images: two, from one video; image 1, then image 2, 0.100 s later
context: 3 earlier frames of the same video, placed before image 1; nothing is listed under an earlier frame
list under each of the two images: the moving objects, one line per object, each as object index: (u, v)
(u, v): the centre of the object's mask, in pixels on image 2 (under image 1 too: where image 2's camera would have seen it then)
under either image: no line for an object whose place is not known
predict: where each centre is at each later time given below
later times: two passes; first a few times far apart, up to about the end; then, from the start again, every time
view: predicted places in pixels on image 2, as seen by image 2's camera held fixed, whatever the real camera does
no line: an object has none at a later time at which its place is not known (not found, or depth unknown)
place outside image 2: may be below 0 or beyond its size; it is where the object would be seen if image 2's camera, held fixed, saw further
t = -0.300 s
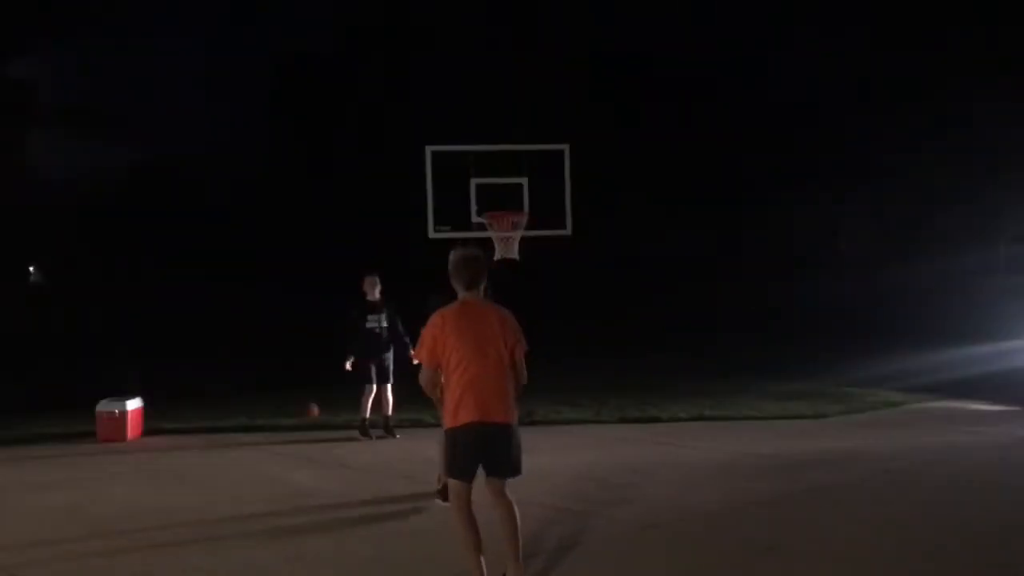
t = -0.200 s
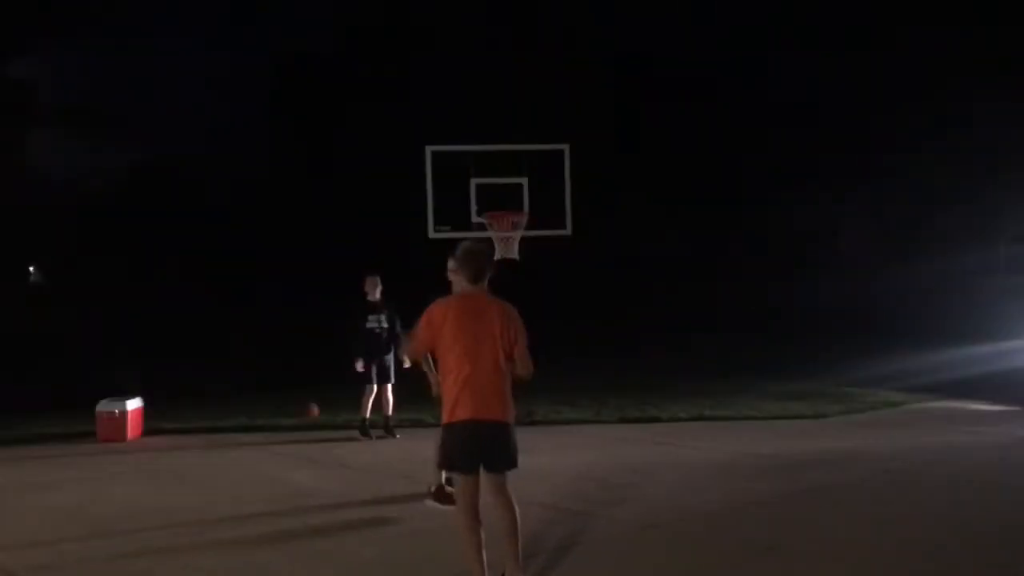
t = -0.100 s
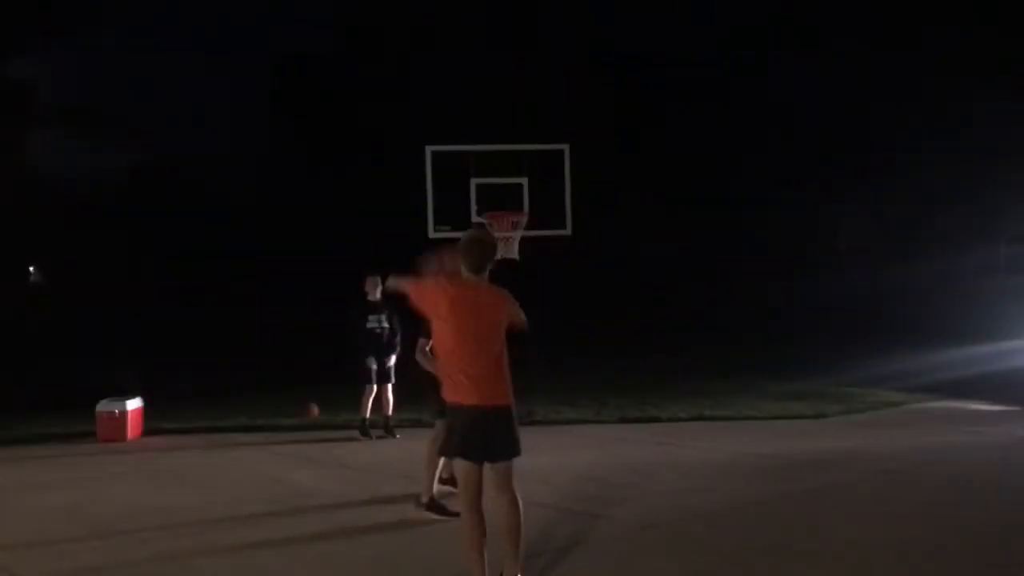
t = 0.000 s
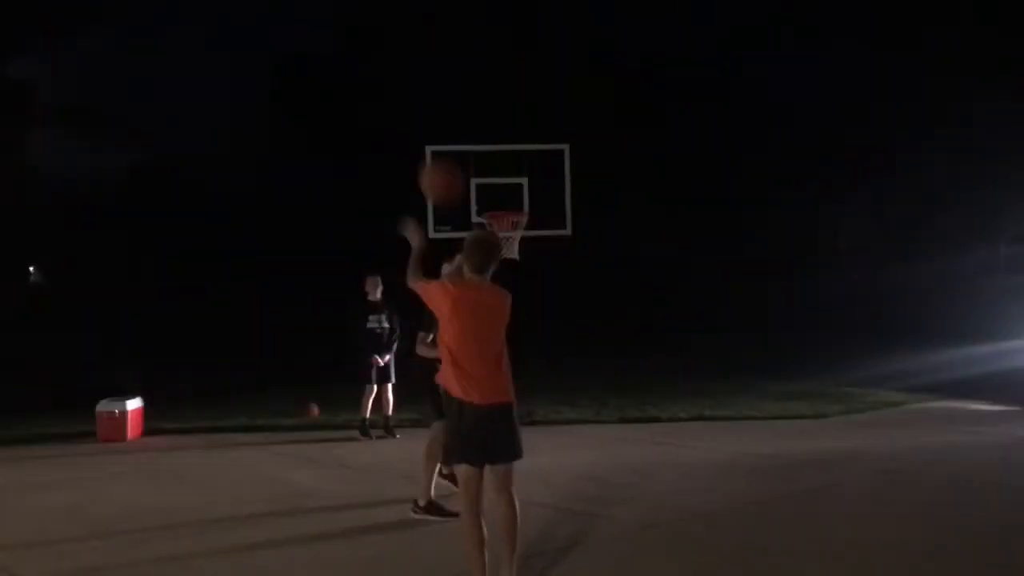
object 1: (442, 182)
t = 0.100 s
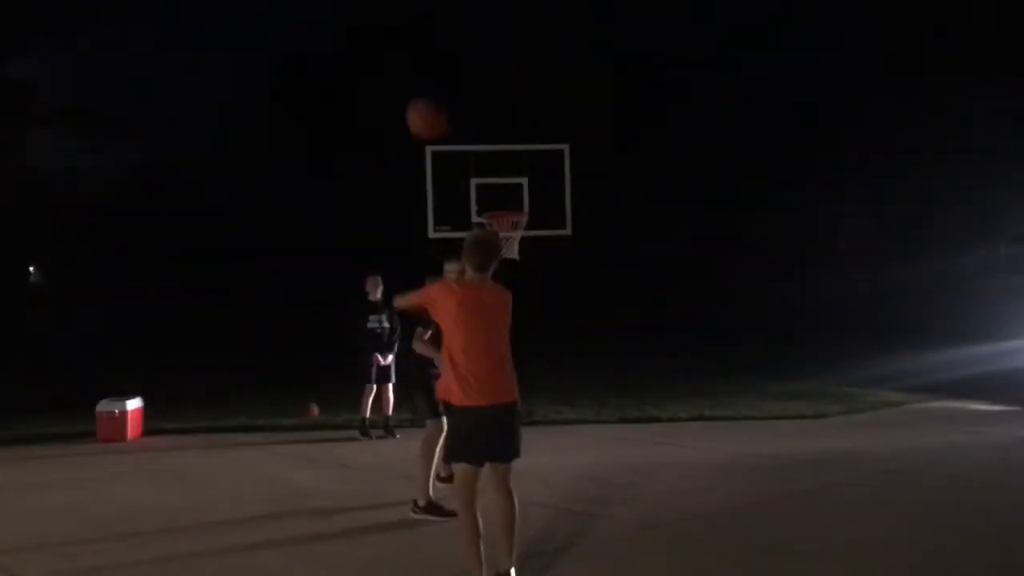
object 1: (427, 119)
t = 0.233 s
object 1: (412, 73)
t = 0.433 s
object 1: (398, 62)
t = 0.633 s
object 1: (386, 99)
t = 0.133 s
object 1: (422, 104)
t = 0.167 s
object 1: (419, 93)
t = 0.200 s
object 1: (415, 82)
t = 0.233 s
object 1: (412, 73)
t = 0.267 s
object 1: (409, 68)
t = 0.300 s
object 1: (406, 65)
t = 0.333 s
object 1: (403, 62)
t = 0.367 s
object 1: (402, 60)
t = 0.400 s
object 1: (400, 61)
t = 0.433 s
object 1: (398, 62)
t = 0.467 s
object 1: (395, 65)
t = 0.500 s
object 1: (394, 69)
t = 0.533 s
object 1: (392, 75)
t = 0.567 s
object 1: (391, 82)
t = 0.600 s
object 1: (389, 90)
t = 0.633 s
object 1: (386, 99)
